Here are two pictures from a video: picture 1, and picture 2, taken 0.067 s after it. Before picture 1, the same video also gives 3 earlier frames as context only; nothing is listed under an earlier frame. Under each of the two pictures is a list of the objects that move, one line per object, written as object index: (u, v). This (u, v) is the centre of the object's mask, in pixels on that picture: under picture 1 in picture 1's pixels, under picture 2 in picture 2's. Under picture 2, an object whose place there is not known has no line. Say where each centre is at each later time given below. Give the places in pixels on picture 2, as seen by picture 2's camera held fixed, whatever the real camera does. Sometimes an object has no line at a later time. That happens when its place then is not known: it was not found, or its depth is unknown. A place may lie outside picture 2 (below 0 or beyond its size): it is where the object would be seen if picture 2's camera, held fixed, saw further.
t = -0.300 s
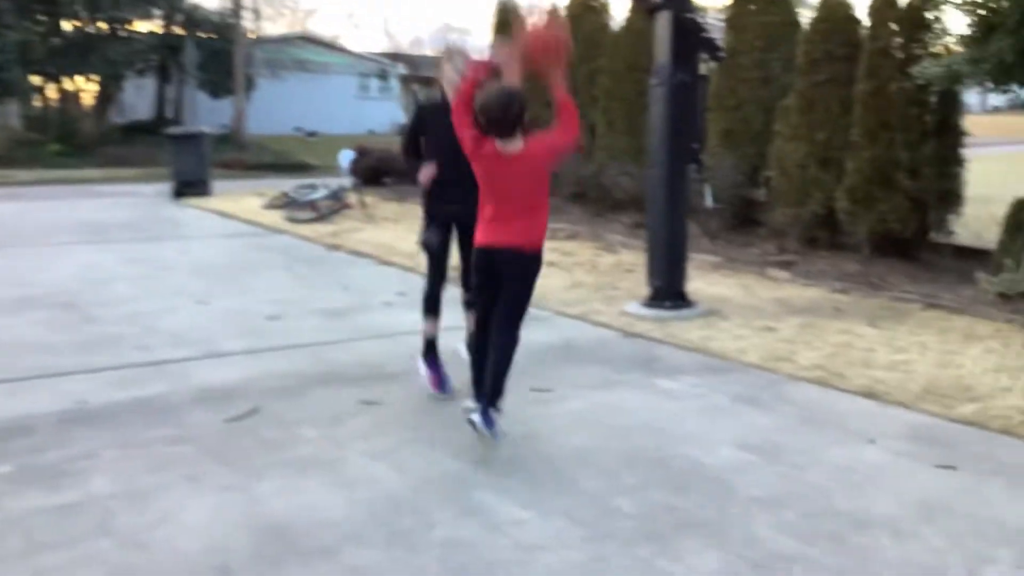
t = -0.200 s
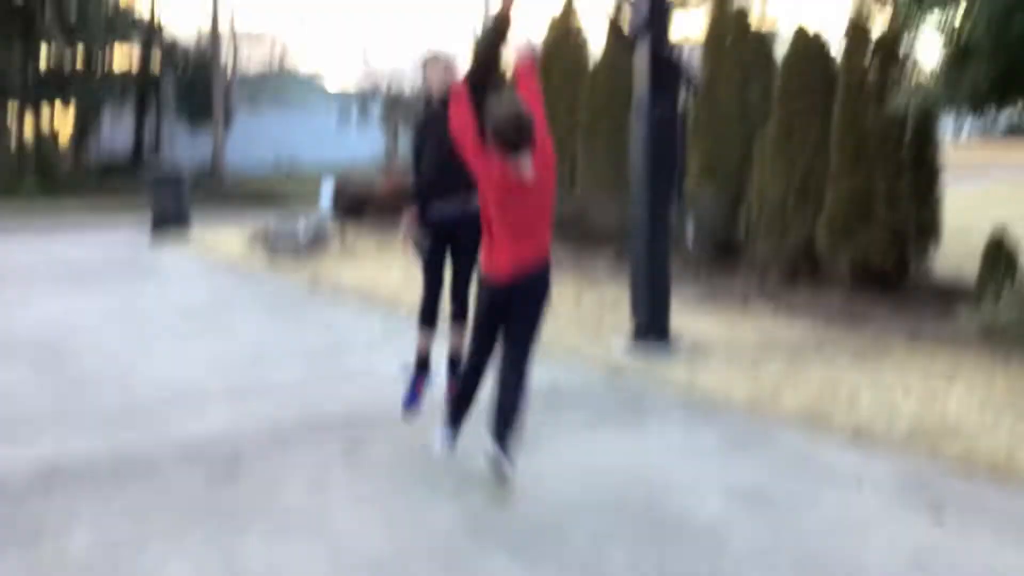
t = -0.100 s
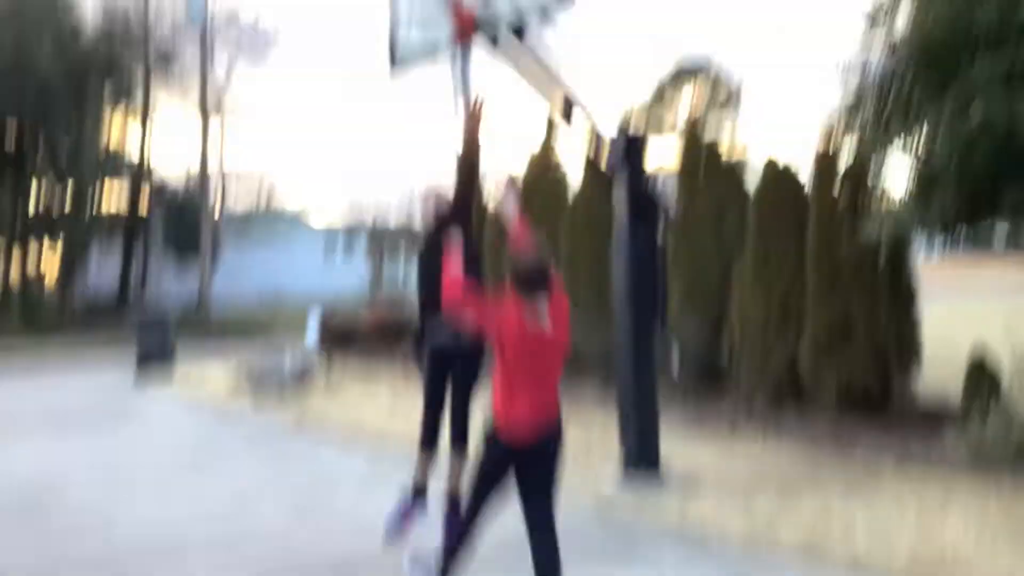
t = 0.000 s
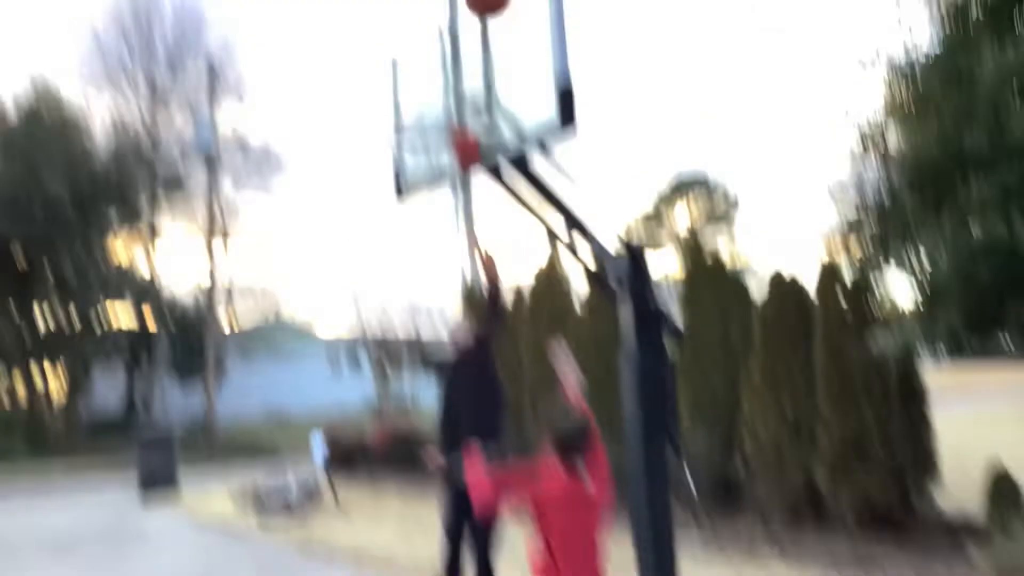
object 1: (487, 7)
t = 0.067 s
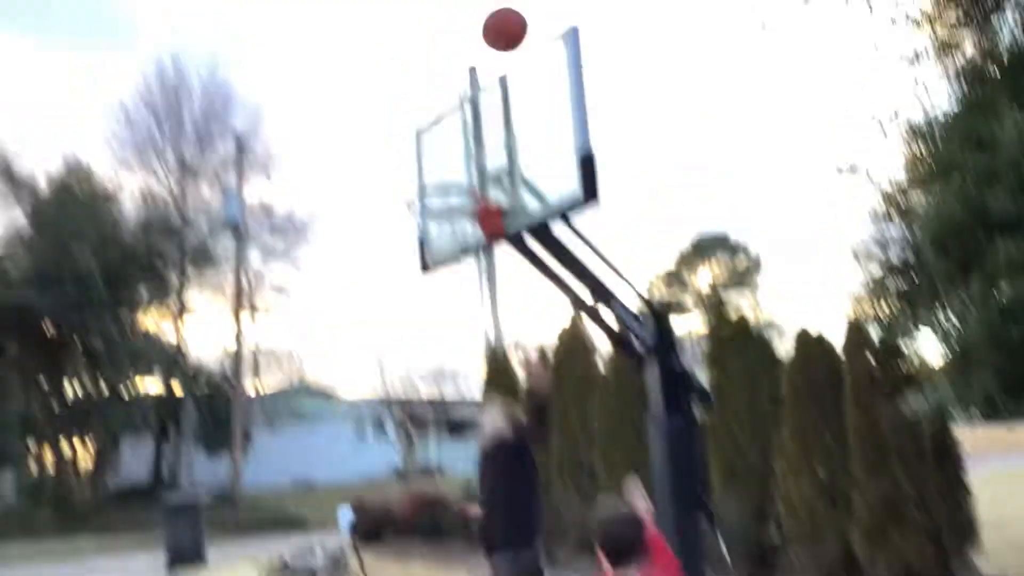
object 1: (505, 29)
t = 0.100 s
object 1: (503, 21)
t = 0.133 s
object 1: (503, 15)
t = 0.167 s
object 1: (500, 6)
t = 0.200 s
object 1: (498, 5)
